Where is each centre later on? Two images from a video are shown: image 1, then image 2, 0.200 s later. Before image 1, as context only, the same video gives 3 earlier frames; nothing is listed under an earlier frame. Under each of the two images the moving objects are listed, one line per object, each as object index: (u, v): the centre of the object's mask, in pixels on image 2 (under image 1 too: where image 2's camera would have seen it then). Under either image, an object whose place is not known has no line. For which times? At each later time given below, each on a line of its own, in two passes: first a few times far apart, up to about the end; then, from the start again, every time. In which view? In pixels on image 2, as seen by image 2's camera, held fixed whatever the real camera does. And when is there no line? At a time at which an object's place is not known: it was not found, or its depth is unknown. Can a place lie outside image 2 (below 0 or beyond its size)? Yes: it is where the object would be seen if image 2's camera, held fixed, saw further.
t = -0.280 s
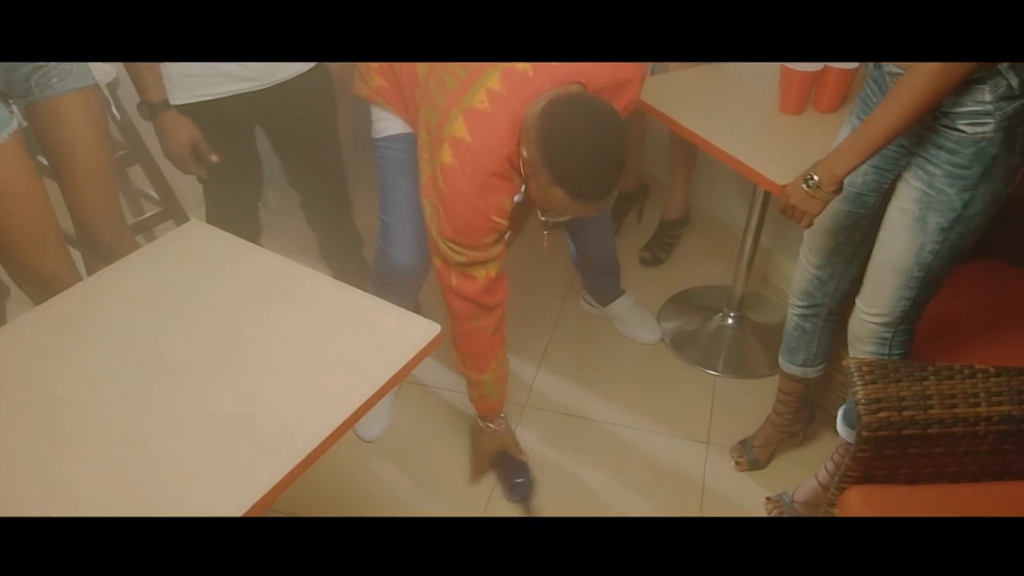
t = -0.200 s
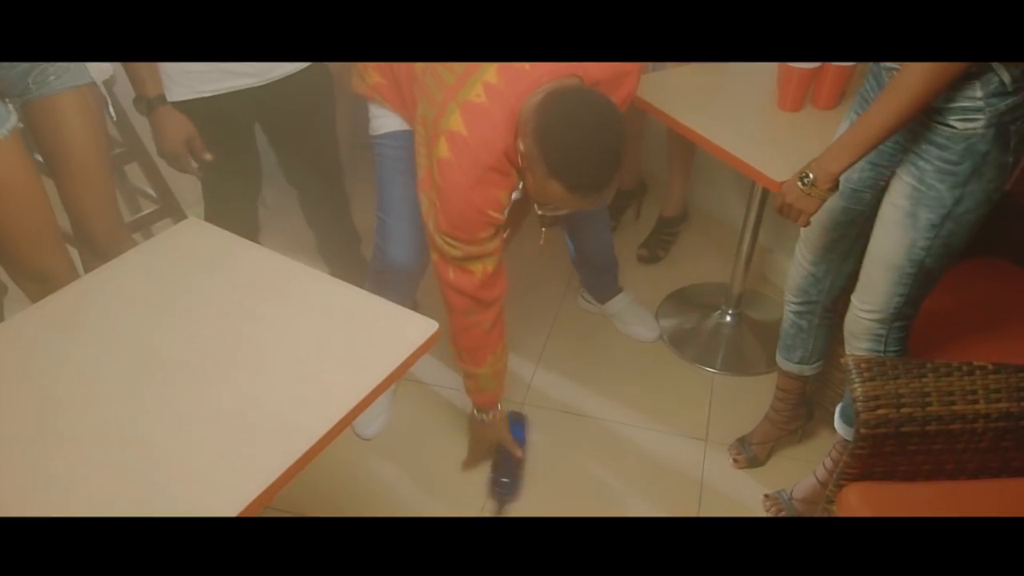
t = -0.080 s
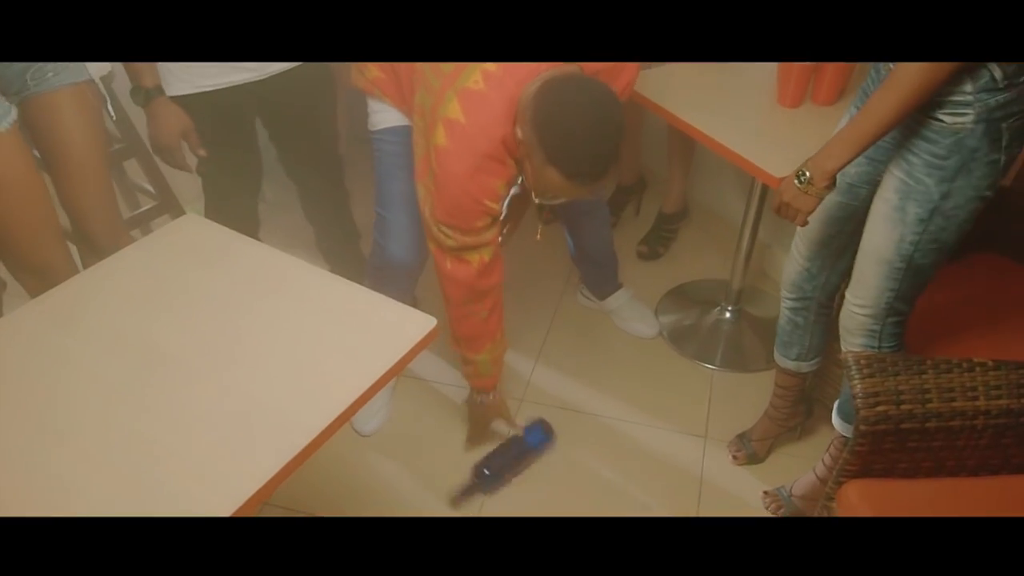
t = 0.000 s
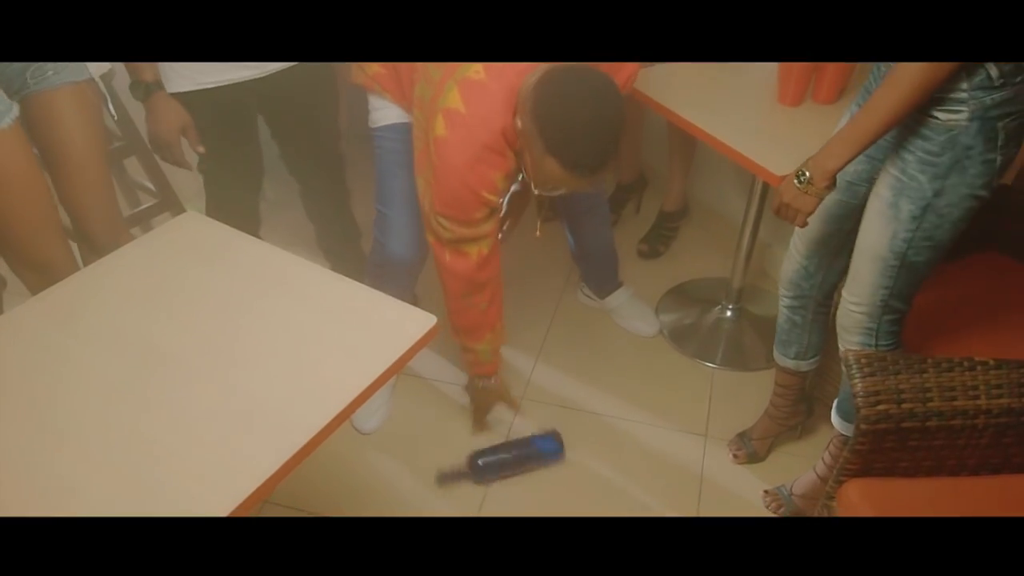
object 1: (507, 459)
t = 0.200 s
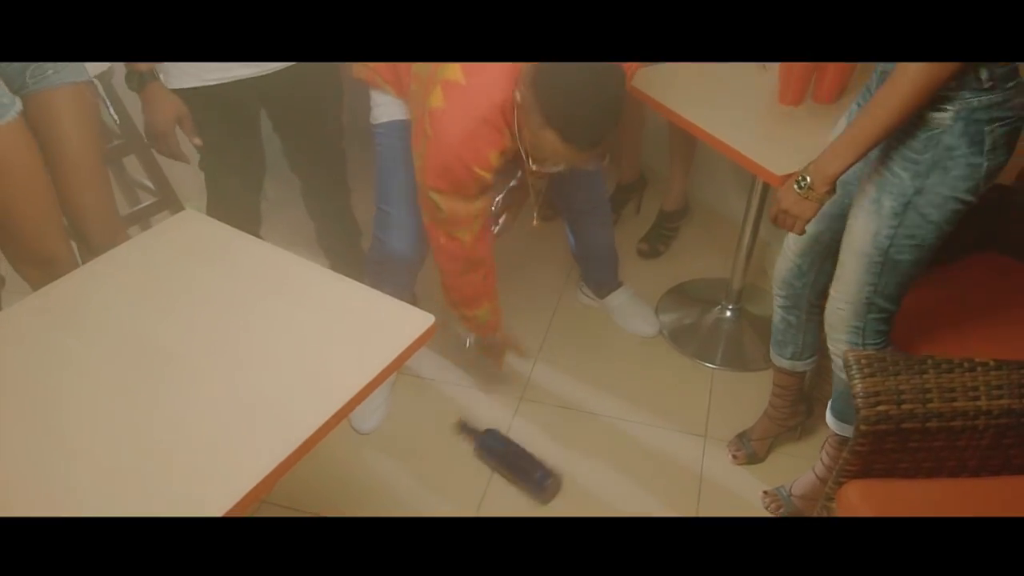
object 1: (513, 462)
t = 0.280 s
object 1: (516, 466)
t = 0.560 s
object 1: (520, 467)
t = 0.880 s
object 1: (525, 473)
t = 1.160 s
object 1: (523, 475)
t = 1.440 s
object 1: (520, 472)
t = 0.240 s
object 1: (514, 464)
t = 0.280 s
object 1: (516, 466)
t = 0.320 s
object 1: (516, 467)
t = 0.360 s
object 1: (516, 467)
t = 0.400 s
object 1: (516, 467)
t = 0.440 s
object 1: (517, 467)
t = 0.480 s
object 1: (518, 467)
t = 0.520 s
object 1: (519, 467)
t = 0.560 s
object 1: (520, 467)
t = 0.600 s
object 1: (521, 467)
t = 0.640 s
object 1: (522, 468)
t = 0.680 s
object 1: (524, 469)
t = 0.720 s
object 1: (525, 469)
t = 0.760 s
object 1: (526, 471)
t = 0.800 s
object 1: (526, 472)
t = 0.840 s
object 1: (526, 473)
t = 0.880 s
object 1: (525, 473)
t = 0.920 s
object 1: (524, 472)
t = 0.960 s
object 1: (524, 472)
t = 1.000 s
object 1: (524, 471)
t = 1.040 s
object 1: (524, 472)
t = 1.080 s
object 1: (524, 472)
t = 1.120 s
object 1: (524, 473)
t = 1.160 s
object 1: (523, 475)
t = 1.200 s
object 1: (523, 474)
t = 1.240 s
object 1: (522, 474)
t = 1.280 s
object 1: (522, 474)
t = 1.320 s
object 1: (522, 474)
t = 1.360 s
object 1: (521, 473)
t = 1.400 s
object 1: (520, 472)
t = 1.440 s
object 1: (520, 472)
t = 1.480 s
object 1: (519, 472)
